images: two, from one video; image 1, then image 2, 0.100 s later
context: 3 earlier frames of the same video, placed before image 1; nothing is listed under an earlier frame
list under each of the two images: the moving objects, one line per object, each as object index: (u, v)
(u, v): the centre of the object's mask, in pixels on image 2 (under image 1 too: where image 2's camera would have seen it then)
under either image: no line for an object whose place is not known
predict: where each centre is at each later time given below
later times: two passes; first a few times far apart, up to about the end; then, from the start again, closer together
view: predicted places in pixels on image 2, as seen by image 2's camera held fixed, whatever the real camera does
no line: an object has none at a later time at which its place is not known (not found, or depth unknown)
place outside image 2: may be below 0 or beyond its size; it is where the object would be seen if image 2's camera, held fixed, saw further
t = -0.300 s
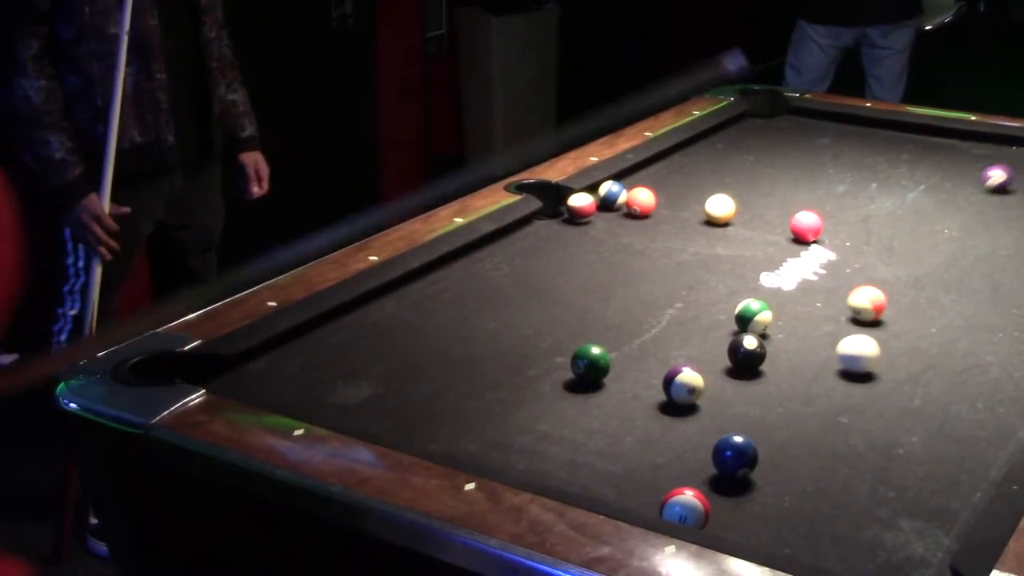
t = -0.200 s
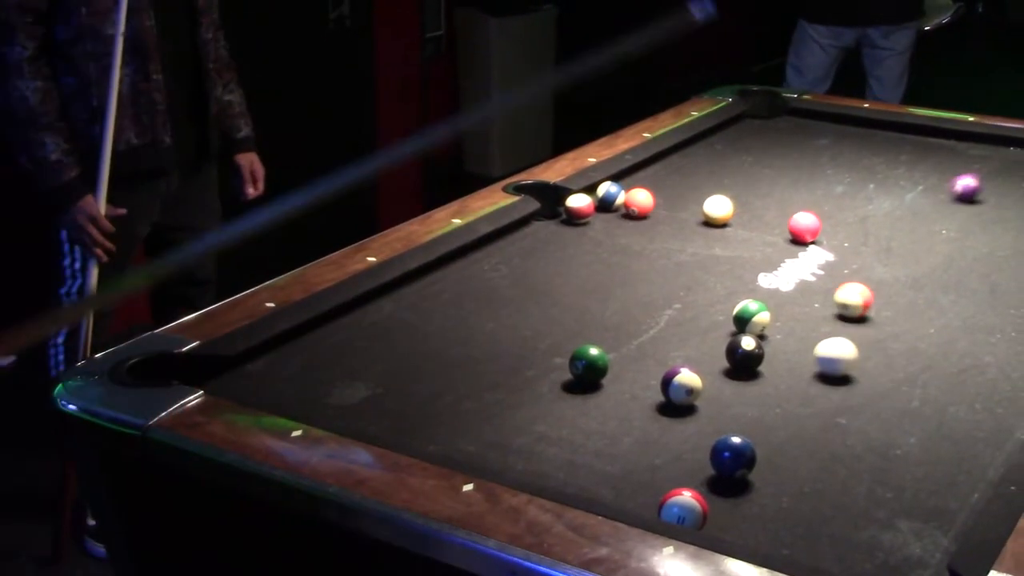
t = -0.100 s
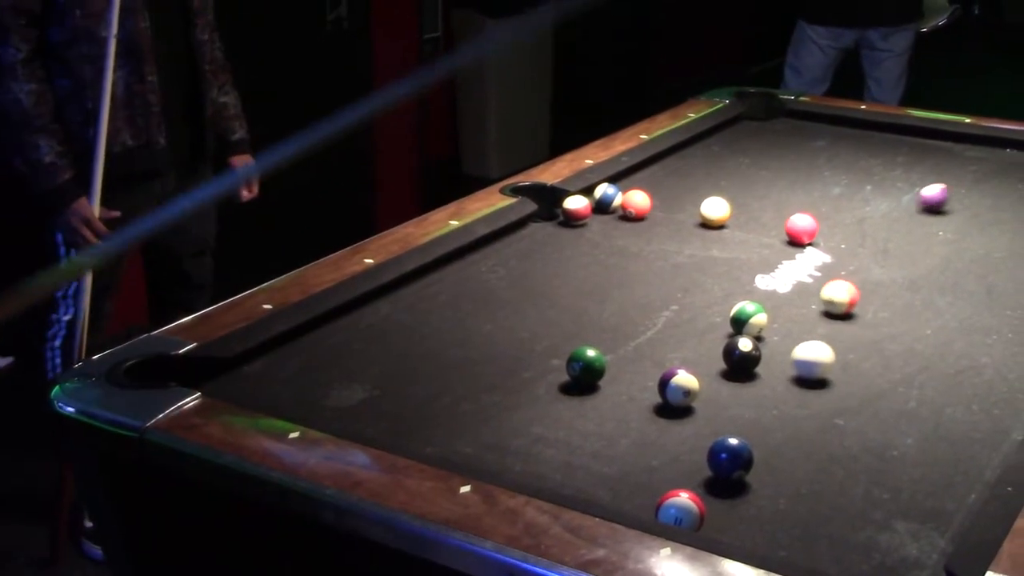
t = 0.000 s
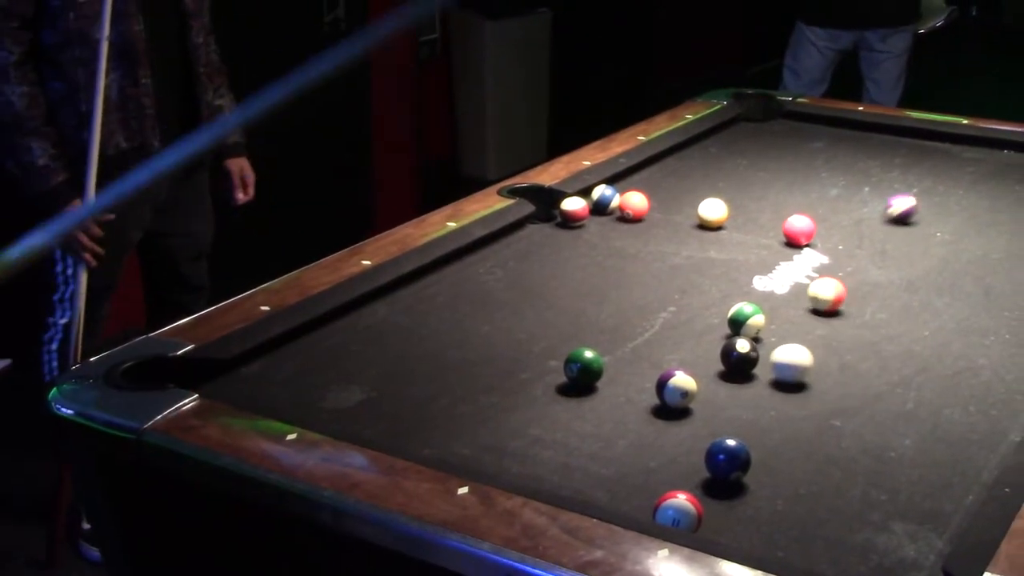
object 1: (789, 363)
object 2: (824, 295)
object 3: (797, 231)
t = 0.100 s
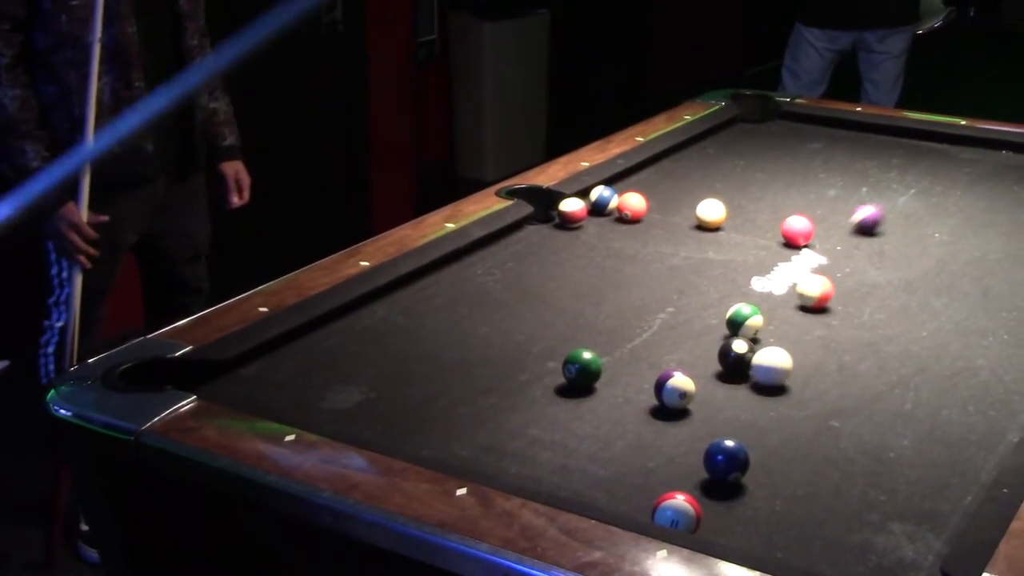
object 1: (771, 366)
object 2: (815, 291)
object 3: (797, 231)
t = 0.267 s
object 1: (754, 373)
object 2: (800, 287)
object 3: (781, 230)
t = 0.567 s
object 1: (724, 384)
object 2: (773, 276)
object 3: (703, 231)
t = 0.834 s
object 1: (715, 393)
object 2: (753, 270)
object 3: (641, 232)
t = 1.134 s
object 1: (716, 400)
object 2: (732, 266)
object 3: (573, 233)
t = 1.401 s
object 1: (716, 404)
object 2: (717, 261)
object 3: (517, 234)
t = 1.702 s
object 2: (703, 257)
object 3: (519, 244)
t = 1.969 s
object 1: (716, 407)
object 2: (693, 255)
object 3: (527, 251)
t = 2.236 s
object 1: (716, 407)
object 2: (686, 254)
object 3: (534, 259)
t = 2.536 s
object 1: (716, 407)
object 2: (683, 253)
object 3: (539, 267)
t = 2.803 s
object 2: (681, 253)
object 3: (543, 272)
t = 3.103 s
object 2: (681, 252)
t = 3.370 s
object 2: (681, 252)
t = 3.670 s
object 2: (681, 252)
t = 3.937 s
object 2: (681, 252)
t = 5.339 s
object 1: (716, 407)
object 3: (547, 282)
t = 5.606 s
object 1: (716, 407)
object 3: (549, 281)
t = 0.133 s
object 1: (768, 367)
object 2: (811, 290)
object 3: (797, 231)
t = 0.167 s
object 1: (765, 369)
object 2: (808, 289)
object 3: (797, 230)
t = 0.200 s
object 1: (761, 370)
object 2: (806, 288)
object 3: (797, 230)
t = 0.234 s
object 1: (758, 372)
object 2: (803, 288)
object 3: (793, 230)
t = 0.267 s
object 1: (754, 373)
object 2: (800, 287)
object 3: (781, 230)
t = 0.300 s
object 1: (751, 374)
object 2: (797, 286)
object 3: (770, 229)
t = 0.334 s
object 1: (748, 376)
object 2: (794, 284)
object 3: (761, 230)
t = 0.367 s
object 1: (744, 377)
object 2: (791, 284)
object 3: (753, 230)
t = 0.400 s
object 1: (741, 378)
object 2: (788, 285)
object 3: (744, 230)
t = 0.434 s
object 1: (737, 379)
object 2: (784, 280)
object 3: (737, 231)
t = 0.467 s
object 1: (734, 380)
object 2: (782, 279)
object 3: (728, 231)
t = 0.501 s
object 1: (731, 382)
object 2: (779, 278)
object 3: (720, 231)
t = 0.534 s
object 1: (728, 383)
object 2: (776, 277)
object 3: (711, 232)
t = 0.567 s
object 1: (724, 384)
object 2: (773, 276)
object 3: (703, 231)
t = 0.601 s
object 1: (721, 385)
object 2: (770, 275)
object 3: (695, 232)
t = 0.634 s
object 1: (718, 387)
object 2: (767, 275)
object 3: (687, 232)
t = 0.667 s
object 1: (716, 388)
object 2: (764, 274)
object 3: (679, 231)
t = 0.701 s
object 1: (716, 389)
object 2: (762, 273)
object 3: (671, 231)
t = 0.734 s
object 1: (715, 390)
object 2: (760, 272)
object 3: (664, 232)
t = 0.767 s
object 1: (715, 391)
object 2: (757, 271)
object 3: (656, 232)
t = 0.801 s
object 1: (715, 392)
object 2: (755, 271)
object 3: (648, 232)
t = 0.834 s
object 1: (715, 393)
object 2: (753, 270)
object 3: (641, 232)
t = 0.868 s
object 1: (715, 394)
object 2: (751, 270)
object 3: (633, 232)
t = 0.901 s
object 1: (715, 395)
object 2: (748, 269)
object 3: (625, 232)
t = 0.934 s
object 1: (715, 395)
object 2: (746, 269)
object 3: (618, 232)
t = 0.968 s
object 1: (715, 396)
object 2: (743, 268)
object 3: (610, 233)
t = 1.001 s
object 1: (715, 396)
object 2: (741, 267)
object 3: (603, 232)
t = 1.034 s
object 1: (715, 397)
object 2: (739, 267)
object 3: (596, 233)
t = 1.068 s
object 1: (715, 398)
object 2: (737, 267)
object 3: (588, 233)
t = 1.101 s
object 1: (716, 399)
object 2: (735, 266)
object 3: (581, 233)
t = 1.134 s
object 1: (716, 400)
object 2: (732, 266)
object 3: (573, 233)
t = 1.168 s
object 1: (716, 401)
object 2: (730, 265)
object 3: (566, 233)
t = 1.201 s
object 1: (716, 401)
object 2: (728, 265)
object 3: (559, 233)
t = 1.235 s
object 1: (716, 402)
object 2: (726, 263)
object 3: (552, 233)
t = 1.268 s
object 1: (716, 402)
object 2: (724, 263)
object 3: (545, 234)
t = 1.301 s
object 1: (716, 403)
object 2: (722, 263)
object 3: (538, 234)
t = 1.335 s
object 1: (716, 404)
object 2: (720, 263)
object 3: (531, 234)
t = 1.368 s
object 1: (716, 404)
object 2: (718, 262)
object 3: (524, 234)
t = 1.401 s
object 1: (716, 404)
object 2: (717, 261)
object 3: (517, 234)
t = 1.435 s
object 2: (715, 261)
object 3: (512, 235)
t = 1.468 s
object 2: (713, 260)
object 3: (512, 237)
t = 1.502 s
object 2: (712, 260)
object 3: (513, 237)
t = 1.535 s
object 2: (710, 260)
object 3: (514, 238)
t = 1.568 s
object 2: (708, 259)
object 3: (515, 240)
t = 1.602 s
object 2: (707, 259)
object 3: (516, 241)
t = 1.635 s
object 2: (705, 258)
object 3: (517, 242)
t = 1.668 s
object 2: (704, 258)
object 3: (518, 243)
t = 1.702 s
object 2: (703, 257)
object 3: (519, 244)
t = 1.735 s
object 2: (701, 257)
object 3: (520, 245)
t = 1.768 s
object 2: (700, 257)
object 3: (521, 246)
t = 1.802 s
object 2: (699, 257)
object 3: (522, 248)
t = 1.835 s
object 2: (697, 257)
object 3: (523, 249)
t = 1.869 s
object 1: (716, 408)
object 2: (697, 256)
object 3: (524, 249)
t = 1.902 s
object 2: (695, 256)
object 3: (525, 250)
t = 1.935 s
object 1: (716, 408)
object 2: (694, 256)
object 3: (526, 251)
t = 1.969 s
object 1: (716, 407)
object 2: (693, 255)
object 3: (527, 251)
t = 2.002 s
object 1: (716, 407)
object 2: (692, 255)
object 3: (527, 253)
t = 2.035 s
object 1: (716, 407)
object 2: (691, 255)
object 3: (528, 253)
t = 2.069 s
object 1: (716, 407)
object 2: (690, 255)
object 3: (529, 255)
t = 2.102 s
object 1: (716, 407)
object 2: (690, 255)
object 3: (530, 256)
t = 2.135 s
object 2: (689, 254)
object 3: (531, 257)
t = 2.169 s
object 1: (716, 407)
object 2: (688, 254)
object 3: (532, 258)
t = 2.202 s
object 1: (716, 407)
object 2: (687, 254)
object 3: (533, 259)
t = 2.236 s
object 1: (716, 407)
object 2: (686, 254)
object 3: (534, 259)
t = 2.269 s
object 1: (716, 407)
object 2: (686, 254)
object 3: (534, 261)
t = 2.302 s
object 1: (716, 407)
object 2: (686, 254)
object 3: (535, 262)
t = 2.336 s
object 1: (716, 407)
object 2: (685, 254)
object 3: (536, 263)
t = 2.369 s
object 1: (716, 407)
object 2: (684, 253)
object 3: (537, 263)
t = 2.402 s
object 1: (716, 407)
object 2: (684, 253)
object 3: (537, 264)
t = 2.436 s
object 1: (716, 407)
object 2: (684, 253)
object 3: (538, 264)
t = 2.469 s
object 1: (716, 407)
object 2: (683, 253)
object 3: (538, 266)
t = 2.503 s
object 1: (716, 407)
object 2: (683, 253)
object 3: (539, 267)
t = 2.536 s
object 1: (716, 407)
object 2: (683, 253)
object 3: (539, 267)
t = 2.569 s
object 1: (716, 407)
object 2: (682, 253)
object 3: (540, 268)
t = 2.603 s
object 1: (716, 407)
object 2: (682, 253)
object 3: (540, 269)
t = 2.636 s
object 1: (716, 407)
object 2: (682, 253)
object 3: (541, 270)
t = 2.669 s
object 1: (716, 407)
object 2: (682, 253)
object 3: (541, 269)
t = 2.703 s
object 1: (716, 407)
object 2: (682, 253)
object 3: (542, 270)
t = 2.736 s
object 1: (716, 407)
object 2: (681, 253)
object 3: (542, 270)
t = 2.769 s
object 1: (716, 407)
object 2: (681, 253)
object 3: (543, 271)
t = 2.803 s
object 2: (681, 253)
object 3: (543, 272)
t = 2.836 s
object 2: (681, 253)
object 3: (543, 272)
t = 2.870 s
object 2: (682, 252)
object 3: (544, 273)
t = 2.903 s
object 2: (681, 253)
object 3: (544, 273)
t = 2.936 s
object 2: (681, 253)
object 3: (545, 274)
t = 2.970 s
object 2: (682, 253)
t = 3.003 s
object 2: (682, 253)
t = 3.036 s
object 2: (681, 252)
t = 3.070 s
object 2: (681, 252)
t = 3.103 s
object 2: (681, 252)
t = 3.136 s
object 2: (681, 252)
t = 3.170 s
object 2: (681, 252)
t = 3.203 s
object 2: (681, 252)
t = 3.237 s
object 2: (681, 252)
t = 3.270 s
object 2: (681, 252)
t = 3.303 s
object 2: (681, 252)
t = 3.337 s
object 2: (681, 252)
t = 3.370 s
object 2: (681, 252)
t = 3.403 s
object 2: (681, 252)
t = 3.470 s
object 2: (681, 252)
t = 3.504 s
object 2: (681, 252)
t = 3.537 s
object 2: (681, 252)
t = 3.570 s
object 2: (681, 252)
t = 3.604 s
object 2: (681, 252)
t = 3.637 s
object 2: (681, 252)
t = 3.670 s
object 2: (681, 252)
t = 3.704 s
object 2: (681, 252)
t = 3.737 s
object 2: (681, 252)
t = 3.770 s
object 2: (681, 252)
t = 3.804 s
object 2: (681, 252)
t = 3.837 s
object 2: (681, 252)
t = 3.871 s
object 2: (681, 252)
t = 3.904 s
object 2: (681, 252)
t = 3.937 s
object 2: (681, 252)
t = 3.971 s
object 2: (681, 252)
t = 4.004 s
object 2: (681, 253)
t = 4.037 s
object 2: (681, 253)
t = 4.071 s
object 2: (681, 253)
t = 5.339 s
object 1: (716, 407)
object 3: (547, 282)
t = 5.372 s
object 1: (716, 407)
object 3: (548, 282)
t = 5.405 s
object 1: (716, 407)
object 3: (548, 282)
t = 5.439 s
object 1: (716, 407)
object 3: (548, 282)
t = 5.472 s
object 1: (716, 407)
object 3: (548, 282)
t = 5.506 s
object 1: (716, 407)
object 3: (548, 281)
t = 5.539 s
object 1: (716, 407)
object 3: (548, 281)
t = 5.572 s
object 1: (716, 406)
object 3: (548, 281)
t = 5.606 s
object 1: (716, 407)
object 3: (549, 281)
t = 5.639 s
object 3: (548, 281)
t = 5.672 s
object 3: (552, 279)
